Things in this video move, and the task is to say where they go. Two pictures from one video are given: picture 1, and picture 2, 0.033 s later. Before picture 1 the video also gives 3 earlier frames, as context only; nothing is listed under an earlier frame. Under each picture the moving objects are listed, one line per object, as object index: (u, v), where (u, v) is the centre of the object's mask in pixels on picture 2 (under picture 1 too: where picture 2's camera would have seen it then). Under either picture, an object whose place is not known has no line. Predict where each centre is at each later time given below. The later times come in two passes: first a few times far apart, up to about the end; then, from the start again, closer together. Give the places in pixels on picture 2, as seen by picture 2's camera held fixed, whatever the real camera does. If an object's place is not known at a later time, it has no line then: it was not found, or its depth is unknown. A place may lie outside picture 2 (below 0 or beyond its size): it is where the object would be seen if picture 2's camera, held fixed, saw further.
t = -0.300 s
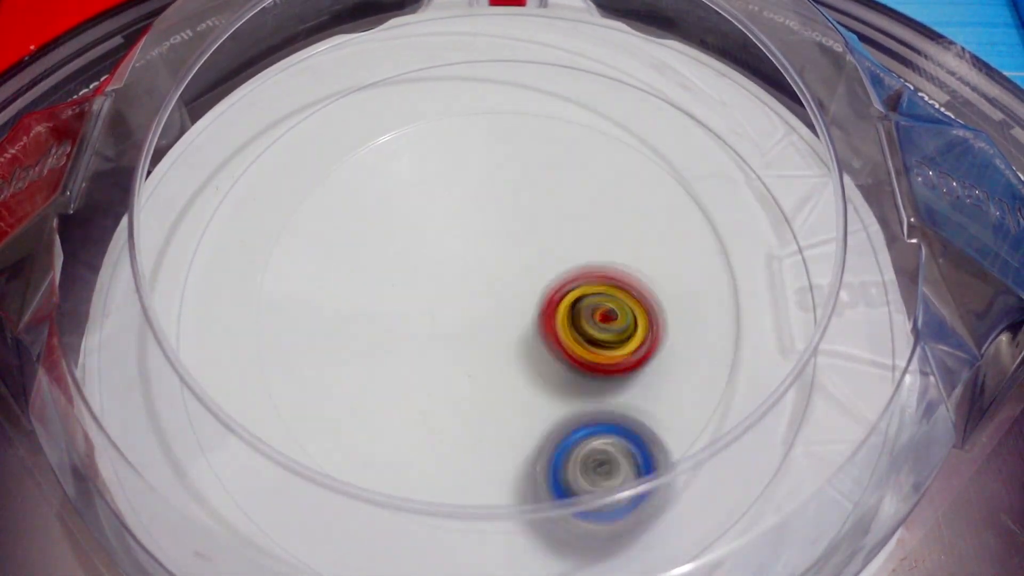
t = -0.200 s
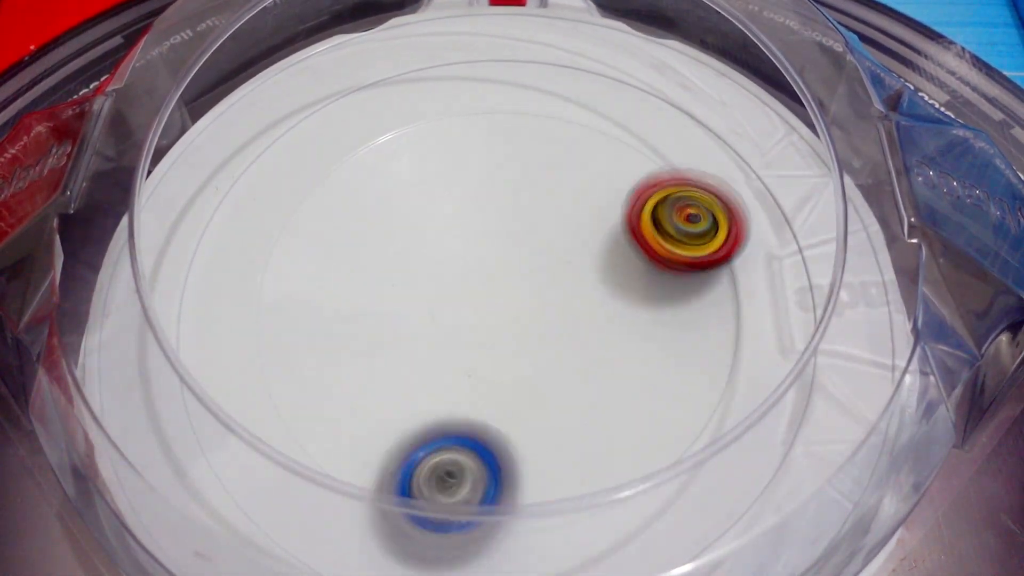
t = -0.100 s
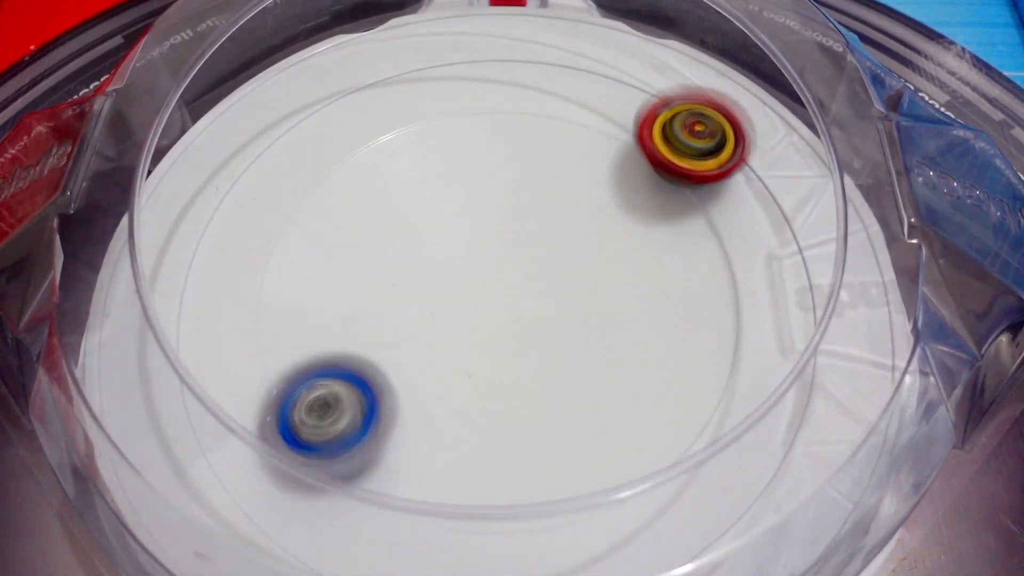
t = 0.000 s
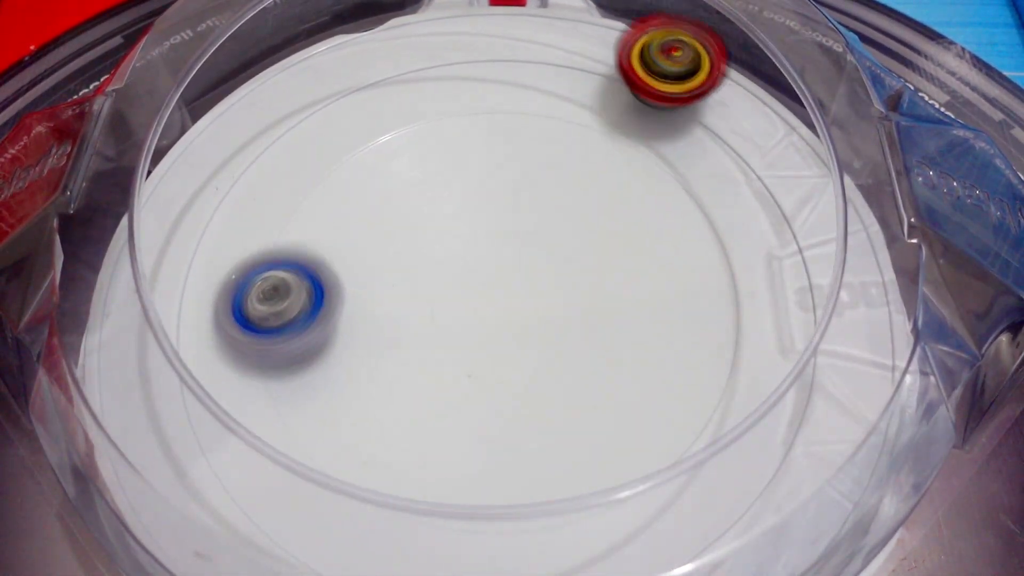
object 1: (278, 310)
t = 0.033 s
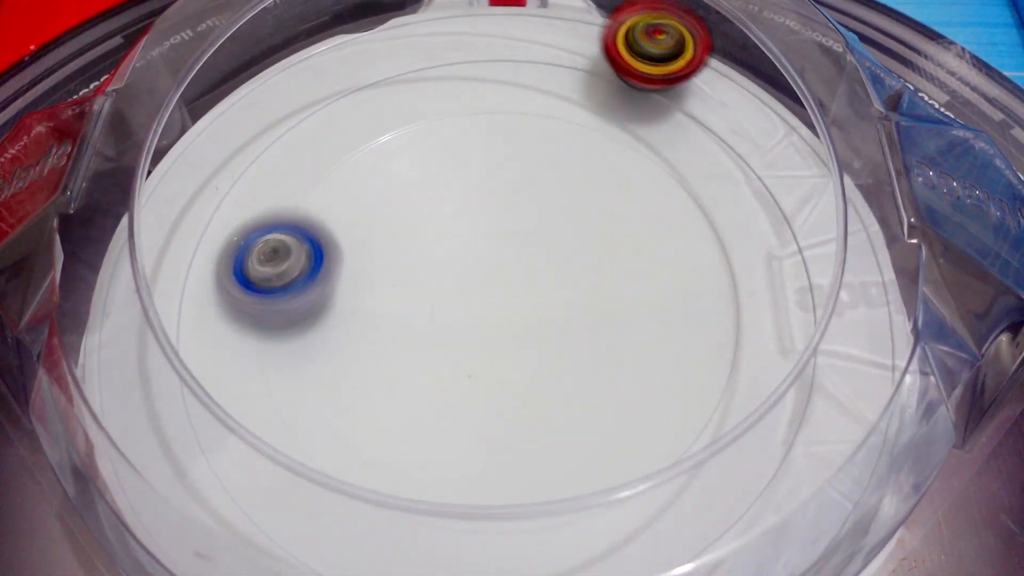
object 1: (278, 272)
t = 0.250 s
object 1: (397, 124)
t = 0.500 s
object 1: (290, 518)
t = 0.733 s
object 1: (458, 522)
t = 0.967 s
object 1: (538, 375)
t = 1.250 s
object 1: (502, 197)
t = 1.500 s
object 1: (539, 307)
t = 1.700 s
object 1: (463, 395)
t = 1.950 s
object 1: (361, 278)
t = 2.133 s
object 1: (483, 202)
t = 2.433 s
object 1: (492, 386)
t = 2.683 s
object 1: (305, 332)
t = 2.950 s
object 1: (412, 192)
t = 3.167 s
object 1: (352, 64)
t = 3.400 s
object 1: (372, 120)
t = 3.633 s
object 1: (429, 224)
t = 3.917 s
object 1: (425, 225)
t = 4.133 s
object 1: (505, 319)
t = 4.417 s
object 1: (375, 325)
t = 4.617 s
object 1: (401, 304)
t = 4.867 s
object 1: (455, 264)
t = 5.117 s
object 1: (464, 222)
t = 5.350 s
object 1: (583, 297)
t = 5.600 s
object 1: (548, 407)
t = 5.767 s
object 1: (455, 396)
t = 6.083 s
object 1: (485, 237)
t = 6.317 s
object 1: (596, 240)
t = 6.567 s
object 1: (551, 344)
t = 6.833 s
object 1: (417, 201)
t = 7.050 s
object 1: (441, 121)
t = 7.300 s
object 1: (457, 132)
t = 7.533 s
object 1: (457, 251)
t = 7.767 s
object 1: (424, 319)
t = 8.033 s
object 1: (439, 358)
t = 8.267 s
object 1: (397, 276)
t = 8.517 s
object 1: (441, 226)
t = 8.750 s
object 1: (511, 228)
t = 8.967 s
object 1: (579, 245)
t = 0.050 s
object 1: (281, 254)
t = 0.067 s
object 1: (286, 236)
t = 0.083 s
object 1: (292, 219)
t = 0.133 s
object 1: (320, 170)
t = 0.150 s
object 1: (331, 154)
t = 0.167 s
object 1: (344, 142)
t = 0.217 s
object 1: (392, 109)
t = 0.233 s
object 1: (409, 105)
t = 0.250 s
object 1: (397, 124)
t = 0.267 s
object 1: (382, 145)
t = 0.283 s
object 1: (367, 173)
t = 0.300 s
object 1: (353, 201)
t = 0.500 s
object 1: (290, 518)
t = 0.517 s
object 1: (290, 532)
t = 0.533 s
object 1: (297, 539)
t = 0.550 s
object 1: (305, 548)
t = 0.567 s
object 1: (317, 552)
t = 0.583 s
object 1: (334, 550)
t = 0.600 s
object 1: (351, 547)
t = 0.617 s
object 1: (366, 546)
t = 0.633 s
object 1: (381, 545)
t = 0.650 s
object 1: (396, 540)
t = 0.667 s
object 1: (410, 536)
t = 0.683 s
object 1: (423, 534)
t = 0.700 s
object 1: (434, 530)
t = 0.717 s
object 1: (447, 526)
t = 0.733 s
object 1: (458, 522)
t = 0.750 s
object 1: (468, 519)
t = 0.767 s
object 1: (476, 516)
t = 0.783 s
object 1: (485, 512)
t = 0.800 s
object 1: (494, 505)
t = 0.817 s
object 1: (504, 485)
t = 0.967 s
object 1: (538, 375)
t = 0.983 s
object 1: (537, 360)
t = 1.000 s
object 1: (537, 342)
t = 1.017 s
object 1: (534, 330)
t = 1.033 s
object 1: (532, 315)
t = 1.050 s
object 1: (531, 296)
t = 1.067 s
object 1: (529, 280)
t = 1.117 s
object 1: (521, 243)
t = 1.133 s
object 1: (518, 231)
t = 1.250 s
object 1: (502, 197)
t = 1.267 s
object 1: (501, 196)
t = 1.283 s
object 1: (501, 198)
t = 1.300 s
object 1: (502, 201)
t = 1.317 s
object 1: (502, 205)
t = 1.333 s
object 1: (502, 210)
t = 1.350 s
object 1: (505, 216)
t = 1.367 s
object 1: (509, 224)
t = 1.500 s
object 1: (539, 307)
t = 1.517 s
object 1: (538, 320)
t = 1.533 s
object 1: (538, 330)
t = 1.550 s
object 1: (537, 341)
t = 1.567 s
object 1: (533, 352)
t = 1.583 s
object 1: (528, 361)
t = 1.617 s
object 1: (513, 377)
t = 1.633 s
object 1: (505, 384)
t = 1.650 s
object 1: (494, 389)
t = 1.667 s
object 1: (484, 391)
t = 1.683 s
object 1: (474, 394)
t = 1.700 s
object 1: (463, 395)
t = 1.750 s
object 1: (428, 390)
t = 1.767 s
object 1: (416, 386)
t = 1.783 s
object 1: (405, 379)
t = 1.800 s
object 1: (394, 372)
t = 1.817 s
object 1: (385, 365)
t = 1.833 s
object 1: (377, 356)
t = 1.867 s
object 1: (364, 337)
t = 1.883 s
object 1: (359, 326)
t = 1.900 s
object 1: (357, 313)
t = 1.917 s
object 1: (357, 302)
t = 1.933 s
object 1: (358, 290)
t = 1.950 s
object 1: (361, 278)
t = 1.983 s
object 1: (369, 258)
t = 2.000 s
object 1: (378, 246)
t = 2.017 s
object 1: (389, 238)
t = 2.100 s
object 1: (451, 205)
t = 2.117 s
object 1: (467, 202)
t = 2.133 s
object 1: (483, 202)
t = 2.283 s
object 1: (614, 251)
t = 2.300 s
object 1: (619, 265)
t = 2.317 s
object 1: (603, 282)
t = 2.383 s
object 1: (542, 350)
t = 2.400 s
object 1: (524, 365)
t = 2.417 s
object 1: (509, 373)
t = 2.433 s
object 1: (492, 386)
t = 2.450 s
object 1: (474, 393)
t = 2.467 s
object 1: (457, 397)
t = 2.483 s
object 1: (440, 400)
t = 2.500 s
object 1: (425, 400)
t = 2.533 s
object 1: (393, 399)
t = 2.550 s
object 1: (380, 398)
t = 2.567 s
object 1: (365, 391)
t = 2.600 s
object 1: (342, 378)
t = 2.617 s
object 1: (332, 371)
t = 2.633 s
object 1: (323, 361)
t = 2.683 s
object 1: (305, 332)
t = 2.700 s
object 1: (300, 319)
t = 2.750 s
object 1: (299, 288)
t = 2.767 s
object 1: (300, 272)
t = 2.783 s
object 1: (305, 264)
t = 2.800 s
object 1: (309, 252)
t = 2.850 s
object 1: (334, 226)
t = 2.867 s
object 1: (344, 216)
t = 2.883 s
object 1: (357, 212)
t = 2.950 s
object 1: (412, 192)
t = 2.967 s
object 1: (425, 190)
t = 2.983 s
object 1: (435, 186)
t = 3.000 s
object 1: (421, 167)
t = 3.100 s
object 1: (366, 83)
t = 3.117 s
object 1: (358, 72)
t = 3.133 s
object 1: (353, 64)
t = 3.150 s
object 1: (353, 63)
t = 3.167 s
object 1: (352, 64)
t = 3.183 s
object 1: (353, 69)
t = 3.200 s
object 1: (355, 73)
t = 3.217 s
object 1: (359, 80)
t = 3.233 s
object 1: (362, 83)
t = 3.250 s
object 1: (363, 89)
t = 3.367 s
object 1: (372, 114)
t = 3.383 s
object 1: (373, 117)
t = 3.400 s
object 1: (372, 120)
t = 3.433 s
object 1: (374, 129)
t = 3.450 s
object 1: (376, 137)
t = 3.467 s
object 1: (381, 145)
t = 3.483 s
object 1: (383, 149)
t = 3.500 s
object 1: (389, 160)
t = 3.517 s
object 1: (396, 167)
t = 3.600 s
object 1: (433, 217)
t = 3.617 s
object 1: (437, 227)
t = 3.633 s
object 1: (429, 224)
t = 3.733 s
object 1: (397, 214)
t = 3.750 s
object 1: (394, 214)
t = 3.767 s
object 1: (395, 214)
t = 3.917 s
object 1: (425, 225)
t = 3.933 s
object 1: (431, 229)
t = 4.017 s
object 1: (471, 263)
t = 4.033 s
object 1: (480, 271)
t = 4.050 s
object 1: (487, 280)
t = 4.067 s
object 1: (491, 289)
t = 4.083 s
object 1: (500, 298)
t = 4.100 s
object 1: (502, 306)
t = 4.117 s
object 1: (504, 313)
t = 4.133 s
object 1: (505, 319)
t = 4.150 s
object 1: (497, 325)
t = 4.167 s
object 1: (488, 325)
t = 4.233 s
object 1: (441, 325)
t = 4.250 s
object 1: (432, 324)
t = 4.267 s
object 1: (423, 322)
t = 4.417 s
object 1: (375, 325)
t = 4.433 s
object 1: (372, 326)
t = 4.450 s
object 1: (373, 324)
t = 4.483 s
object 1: (369, 321)
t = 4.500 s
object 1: (371, 321)
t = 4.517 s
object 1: (373, 320)
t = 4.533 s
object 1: (374, 316)
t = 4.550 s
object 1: (376, 313)
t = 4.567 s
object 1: (379, 313)
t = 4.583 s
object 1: (388, 310)
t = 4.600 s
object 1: (395, 307)
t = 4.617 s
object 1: (401, 304)
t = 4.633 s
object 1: (410, 305)
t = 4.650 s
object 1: (421, 306)
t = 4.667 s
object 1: (432, 303)
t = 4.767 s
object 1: (497, 309)
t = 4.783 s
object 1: (504, 311)
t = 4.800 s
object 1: (504, 307)
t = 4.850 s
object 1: (465, 275)
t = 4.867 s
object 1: (455, 264)
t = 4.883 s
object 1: (447, 256)
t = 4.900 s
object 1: (439, 247)
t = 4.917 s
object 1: (434, 239)
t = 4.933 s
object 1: (429, 233)
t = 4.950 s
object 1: (426, 227)
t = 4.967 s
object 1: (425, 223)
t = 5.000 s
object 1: (423, 215)
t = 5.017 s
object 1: (424, 213)
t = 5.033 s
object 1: (427, 213)
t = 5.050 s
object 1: (431, 214)
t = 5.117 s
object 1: (464, 222)
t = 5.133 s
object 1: (475, 222)
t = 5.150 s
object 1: (484, 225)
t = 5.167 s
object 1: (494, 228)
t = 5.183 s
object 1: (505, 234)
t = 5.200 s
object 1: (515, 237)
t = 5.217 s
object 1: (525, 244)
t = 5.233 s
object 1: (535, 249)
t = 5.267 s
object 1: (555, 261)
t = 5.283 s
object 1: (563, 265)
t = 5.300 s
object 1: (569, 272)
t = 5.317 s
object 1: (574, 280)
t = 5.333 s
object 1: (579, 290)
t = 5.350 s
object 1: (583, 297)
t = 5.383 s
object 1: (590, 315)
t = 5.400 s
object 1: (595, 325)
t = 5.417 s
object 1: (596, 333)
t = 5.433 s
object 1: (595, 339)
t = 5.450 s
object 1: (595, 347)
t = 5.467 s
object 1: (592, 354)
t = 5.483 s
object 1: (587, 366)
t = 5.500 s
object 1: (583, 373)
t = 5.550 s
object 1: (570, 394)
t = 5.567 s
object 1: (565, 400)
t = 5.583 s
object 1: (557, 403)
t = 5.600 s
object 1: (548, 407)
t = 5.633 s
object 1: (527, 415)
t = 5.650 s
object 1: (517, 417)
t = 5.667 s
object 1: (506, 418)
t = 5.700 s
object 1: (487, 416)
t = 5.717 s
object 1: (477, 413)
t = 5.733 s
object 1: (470, 408)
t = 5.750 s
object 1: (462, 403)
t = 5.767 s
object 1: (455, 396)
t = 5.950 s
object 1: (435, 295)
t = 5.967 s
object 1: (438, 287)
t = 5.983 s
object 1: (444, 278)
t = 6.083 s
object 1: (485, 237)
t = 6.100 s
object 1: (493, 233)
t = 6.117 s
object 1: (501, 229)
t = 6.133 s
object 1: (509, 226)
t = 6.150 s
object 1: (516, 223)
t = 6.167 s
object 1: (525, 222)
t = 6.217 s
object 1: (549, 223)
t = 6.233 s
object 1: (559, 224)
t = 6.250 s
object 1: (566, 226)
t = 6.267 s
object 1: (576, 228)
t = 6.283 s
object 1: (582, 231)
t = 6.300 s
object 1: (592, 235)
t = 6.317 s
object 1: (596, 240)
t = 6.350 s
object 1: (605, 251)
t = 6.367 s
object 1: (608, 257)
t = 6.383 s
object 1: (609, 266)
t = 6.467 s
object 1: (601, 308)
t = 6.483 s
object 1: (597, 316)
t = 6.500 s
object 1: (590, 323)
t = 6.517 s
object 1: (582, 329)
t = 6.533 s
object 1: (573, 335)
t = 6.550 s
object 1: (562, 340)
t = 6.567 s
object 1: (551, 344)
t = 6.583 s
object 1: (540, 347)
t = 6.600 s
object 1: (528, 350)
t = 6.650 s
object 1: (494, 350)
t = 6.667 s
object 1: (486, 347)
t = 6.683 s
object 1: (480, 341)
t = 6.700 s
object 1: (471, 333)
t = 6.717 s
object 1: (458, 323)
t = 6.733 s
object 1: (446, 309)
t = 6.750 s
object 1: (438, 289)
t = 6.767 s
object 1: (432, 271)
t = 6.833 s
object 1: (417, 201)
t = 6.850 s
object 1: (415, 185)
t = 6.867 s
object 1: (412, 174)
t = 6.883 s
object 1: (414, 164)
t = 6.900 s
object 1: (415, 154)
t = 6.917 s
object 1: (417, 150)
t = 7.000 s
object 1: (432, 127)
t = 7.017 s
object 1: (433, 125)
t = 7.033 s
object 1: (437, 123)
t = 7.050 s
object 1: (441, 121)
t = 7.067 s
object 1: (445, 121)
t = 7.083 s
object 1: (450, 119)
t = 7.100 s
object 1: (456, 121)
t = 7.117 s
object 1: (462, 122)
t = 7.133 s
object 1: (468, 126)
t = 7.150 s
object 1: (473, 129)
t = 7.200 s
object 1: (484, 136)
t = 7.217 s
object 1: (479, 132)
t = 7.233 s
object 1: (472, 127)
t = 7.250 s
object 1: (468, 125)
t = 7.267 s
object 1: (464, 126)
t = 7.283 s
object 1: (461, 129)
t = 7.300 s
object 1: (457, 132)
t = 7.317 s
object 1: (454, 136)
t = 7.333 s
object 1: (454, 140)
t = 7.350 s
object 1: (452, 146)
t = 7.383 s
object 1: (453, 160)
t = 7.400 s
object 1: (453, 169)
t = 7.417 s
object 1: (453, 178)
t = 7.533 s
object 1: (457, 251)
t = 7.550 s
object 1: (455, 262)
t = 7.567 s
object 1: (453, 271)
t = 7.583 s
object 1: (449, 274)
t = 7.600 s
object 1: (446, 278)
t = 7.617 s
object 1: (444, 281)
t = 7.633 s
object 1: (442, 285)
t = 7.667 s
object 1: (434, 294)
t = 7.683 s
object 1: (432, 296)
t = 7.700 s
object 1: (432, 302)
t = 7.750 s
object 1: (424, 317)
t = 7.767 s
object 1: (424, 319)
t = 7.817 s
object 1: (423, 333)
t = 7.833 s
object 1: (421, 336)
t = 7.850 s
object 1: (422, 338)
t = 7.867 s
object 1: (425, 341)
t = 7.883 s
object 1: (426, 346)
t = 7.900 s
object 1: (425, 349)
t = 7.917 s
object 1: (426, 351)
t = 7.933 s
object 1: (429, 352)
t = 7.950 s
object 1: (434, 354)
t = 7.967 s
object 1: (436, 359)
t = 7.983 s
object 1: (437, 360)
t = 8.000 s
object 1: (439, 360)
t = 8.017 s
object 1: (445, 359)
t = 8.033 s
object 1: (439, 358)
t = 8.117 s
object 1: (383, 320)
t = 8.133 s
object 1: (377, 312)
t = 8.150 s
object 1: (377, 303)
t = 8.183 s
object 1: (373, 295)
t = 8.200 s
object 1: (374, 287)
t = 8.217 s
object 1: (381, 284)
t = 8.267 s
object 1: (397, 276)
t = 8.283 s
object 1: (407, 276)
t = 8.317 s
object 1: (421, 276)
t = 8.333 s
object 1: (431, 272)
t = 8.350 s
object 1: (441, 275)
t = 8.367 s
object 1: (448, 277)
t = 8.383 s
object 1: (456, 276)
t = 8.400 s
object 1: (462, 272)
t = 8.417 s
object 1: (463, 268)
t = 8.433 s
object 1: (455, 260)
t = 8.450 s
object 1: (448, 247)
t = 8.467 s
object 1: (447, 243)
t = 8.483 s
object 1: (441, 236)
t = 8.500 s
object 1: (440, 228)
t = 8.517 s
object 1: (441, 226)
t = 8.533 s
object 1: (438, 223)
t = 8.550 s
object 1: (441, 218)
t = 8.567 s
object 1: (444, 219)
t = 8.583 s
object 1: (446, 219)
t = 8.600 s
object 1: (452, 216)
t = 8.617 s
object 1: (459, 220)
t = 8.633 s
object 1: (462, 220)
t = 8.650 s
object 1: (470, 218)
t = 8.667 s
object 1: (478, 222)
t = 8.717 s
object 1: (499, 228)
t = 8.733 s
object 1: (502, 231)
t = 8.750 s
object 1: (511, 228)
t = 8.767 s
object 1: (519, 234)
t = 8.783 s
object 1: (523, 238)
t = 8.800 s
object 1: (530, 237)
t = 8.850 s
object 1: (546, 245)
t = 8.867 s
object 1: (552, 254)
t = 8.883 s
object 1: (555, 257)
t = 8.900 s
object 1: (560, 250)
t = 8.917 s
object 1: (568, 249)
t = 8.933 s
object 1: (569, 247)
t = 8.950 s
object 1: (574, 241)
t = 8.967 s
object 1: (579, 245)
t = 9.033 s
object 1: (586, 251)
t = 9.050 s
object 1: (589, 250)
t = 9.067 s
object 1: (590, 256)
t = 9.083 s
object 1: (589, 260)
